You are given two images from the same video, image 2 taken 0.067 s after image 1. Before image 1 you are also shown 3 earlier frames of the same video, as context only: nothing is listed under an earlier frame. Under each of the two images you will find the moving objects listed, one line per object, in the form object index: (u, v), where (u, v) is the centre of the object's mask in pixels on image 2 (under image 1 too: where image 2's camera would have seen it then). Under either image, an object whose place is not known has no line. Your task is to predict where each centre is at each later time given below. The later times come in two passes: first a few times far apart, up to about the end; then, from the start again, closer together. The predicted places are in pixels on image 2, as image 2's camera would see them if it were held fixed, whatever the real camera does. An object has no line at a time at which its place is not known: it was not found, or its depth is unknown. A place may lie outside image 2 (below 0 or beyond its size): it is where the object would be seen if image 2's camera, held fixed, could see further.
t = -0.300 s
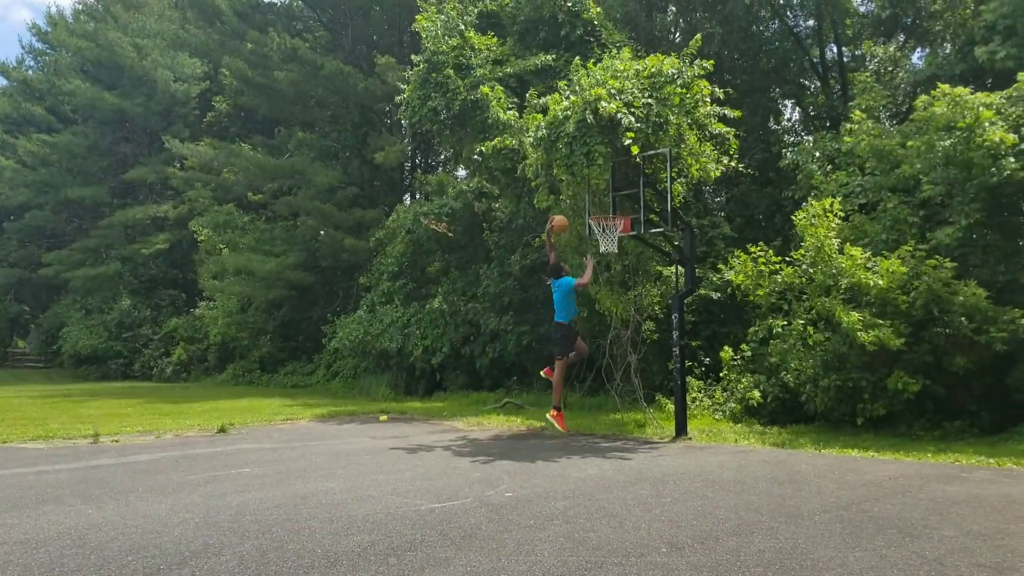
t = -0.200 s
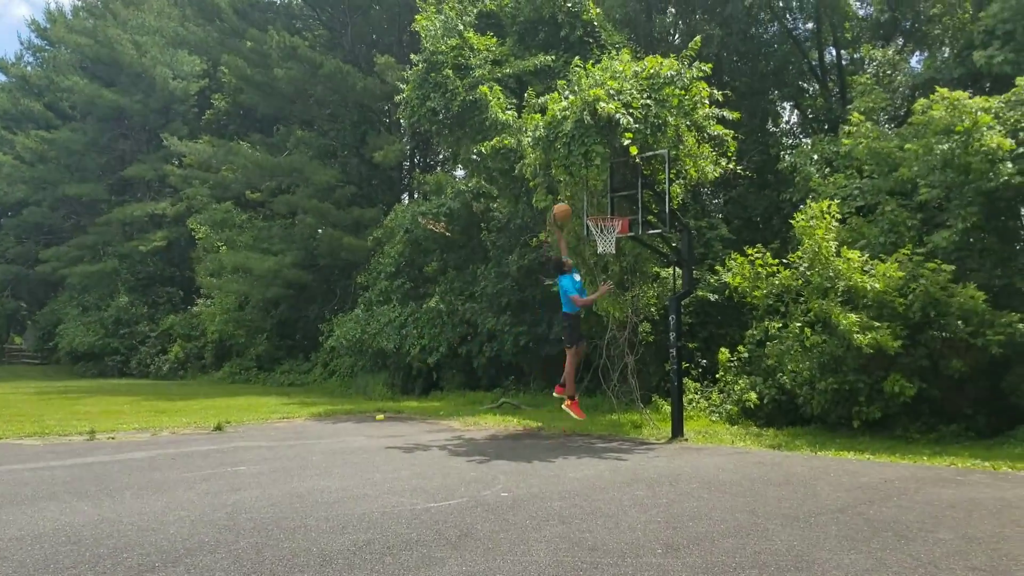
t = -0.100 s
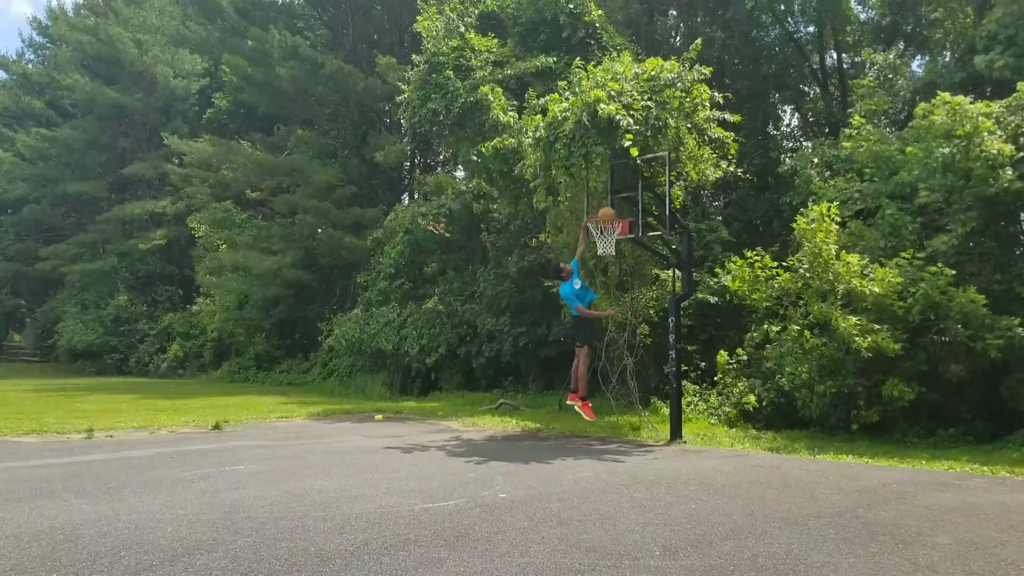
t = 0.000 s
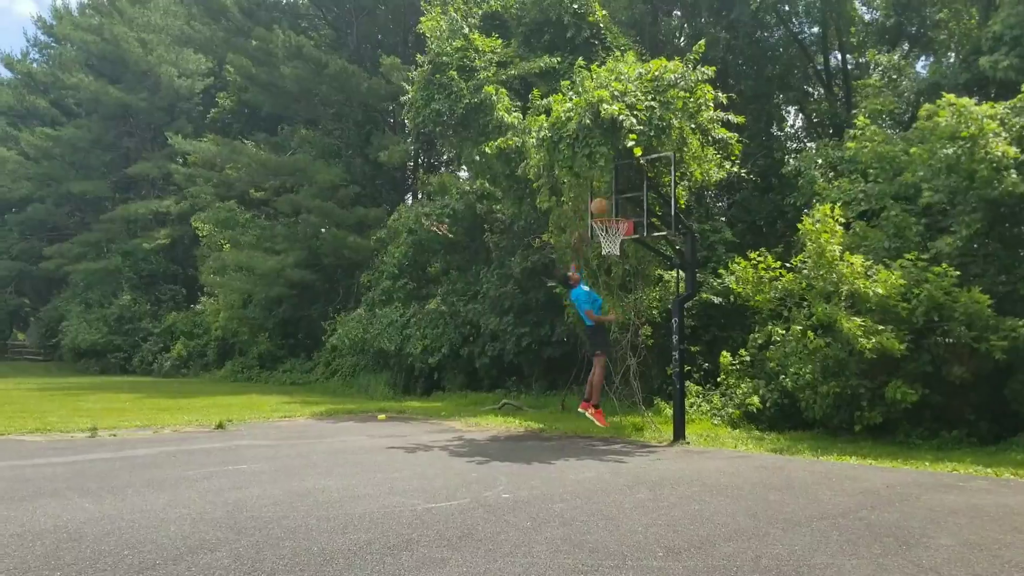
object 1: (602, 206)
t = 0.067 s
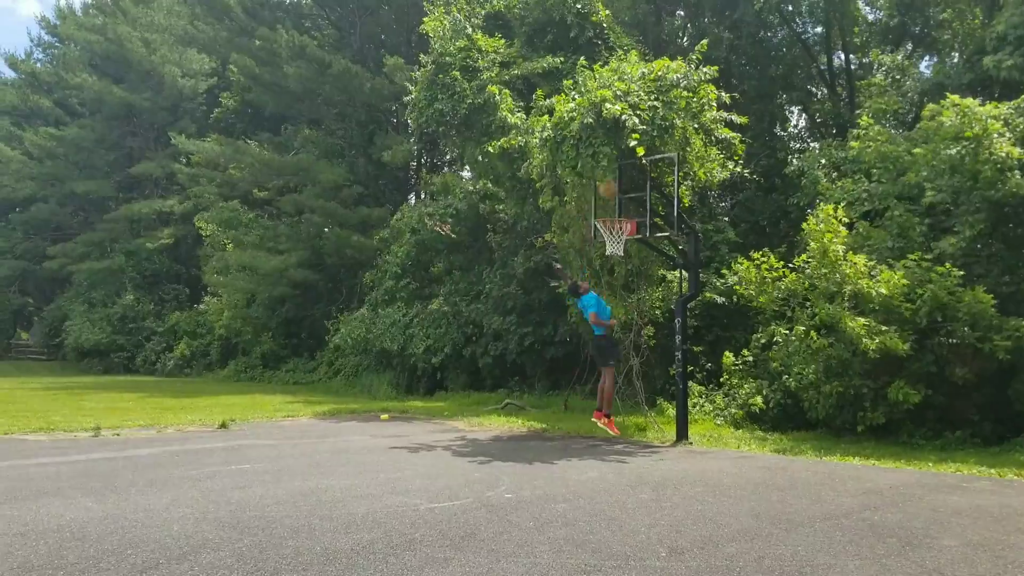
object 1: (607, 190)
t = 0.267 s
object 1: (627, 159)
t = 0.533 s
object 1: (652, 163)
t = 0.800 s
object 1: (680, 223)
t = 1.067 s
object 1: (713, 347)
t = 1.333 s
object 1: (736, 410)
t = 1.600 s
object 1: (735, 323)
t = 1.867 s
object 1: (736, 293)
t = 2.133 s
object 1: (739, 315)
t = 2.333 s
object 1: (744, 370)
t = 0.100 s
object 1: (611, 183)
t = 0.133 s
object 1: (616, 175)
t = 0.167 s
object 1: (619, 170)
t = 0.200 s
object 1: (621, 165)
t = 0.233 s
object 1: (624, 162)
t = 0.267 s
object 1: (627, 159)
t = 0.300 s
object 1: (630, 156)
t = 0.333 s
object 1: (633, 155)
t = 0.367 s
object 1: (637, 154)
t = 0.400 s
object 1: (640, 154)
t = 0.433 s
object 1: (642, 155)
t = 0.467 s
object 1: (646, 157)
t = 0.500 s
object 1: (649, 159)
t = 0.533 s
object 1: (652, 163)
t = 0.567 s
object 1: (655, 167)
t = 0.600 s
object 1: (659, 173)
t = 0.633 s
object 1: (662, 179)
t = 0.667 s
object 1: (665, 186)
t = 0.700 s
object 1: (669, 194)
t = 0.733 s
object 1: (673, 203)
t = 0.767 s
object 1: (677, 213)
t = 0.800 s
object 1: (680, 223)
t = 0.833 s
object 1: (684, 236)
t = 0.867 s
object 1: (688, 249)
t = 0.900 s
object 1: (692, 262)
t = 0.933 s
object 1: (695, 278)
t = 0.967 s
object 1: (700, 293)
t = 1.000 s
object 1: (704, 310)
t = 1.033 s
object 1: (709, 328)
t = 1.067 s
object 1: (713, 347)
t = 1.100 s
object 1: (717, 367)
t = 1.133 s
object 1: (722, 388)
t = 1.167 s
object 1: (728, 411)
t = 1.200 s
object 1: (733, 435)
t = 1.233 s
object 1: (737, 457)
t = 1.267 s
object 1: (737, 440)
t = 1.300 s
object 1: (737, 425)
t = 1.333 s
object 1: (736, 410)
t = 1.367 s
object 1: (735, 396)
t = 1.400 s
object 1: (735, 382)
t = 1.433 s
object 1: (735, 370)
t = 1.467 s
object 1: (735, 359)
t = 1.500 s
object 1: (735, 349)
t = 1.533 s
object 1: (734, 339)
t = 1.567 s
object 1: (735, 331)
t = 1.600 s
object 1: (735, 323)
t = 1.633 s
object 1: (735, 316)
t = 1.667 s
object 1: (735, 310)
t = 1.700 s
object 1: (735, 304)
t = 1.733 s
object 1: (735, 300)
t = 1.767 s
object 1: (735, 297)
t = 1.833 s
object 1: (736, 294)
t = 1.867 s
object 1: (736, 293)
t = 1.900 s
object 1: (736, 293)
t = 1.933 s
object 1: (736, 293)
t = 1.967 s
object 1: (737, 294)
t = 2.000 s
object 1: (737, 296)
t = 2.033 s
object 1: (738, 299)
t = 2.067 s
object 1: (738, 303)
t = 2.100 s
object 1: (739, 308)
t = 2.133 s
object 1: (739, 315)
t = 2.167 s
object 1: (740, 322)
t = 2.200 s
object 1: (741, 330)
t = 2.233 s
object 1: (741, 338)
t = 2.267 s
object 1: (743, 348)
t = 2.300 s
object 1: (744, 359)
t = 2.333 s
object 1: (744, 370)
